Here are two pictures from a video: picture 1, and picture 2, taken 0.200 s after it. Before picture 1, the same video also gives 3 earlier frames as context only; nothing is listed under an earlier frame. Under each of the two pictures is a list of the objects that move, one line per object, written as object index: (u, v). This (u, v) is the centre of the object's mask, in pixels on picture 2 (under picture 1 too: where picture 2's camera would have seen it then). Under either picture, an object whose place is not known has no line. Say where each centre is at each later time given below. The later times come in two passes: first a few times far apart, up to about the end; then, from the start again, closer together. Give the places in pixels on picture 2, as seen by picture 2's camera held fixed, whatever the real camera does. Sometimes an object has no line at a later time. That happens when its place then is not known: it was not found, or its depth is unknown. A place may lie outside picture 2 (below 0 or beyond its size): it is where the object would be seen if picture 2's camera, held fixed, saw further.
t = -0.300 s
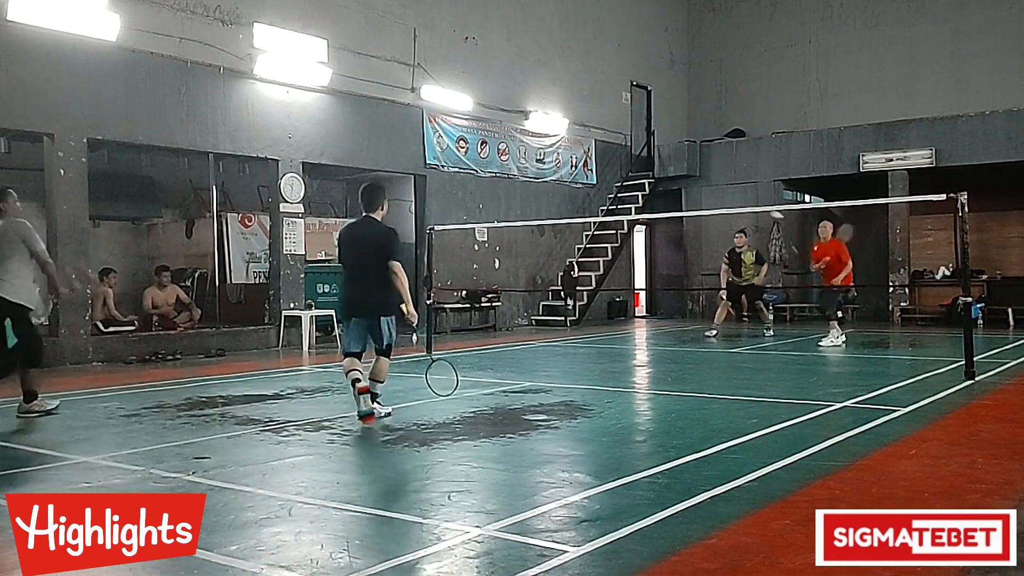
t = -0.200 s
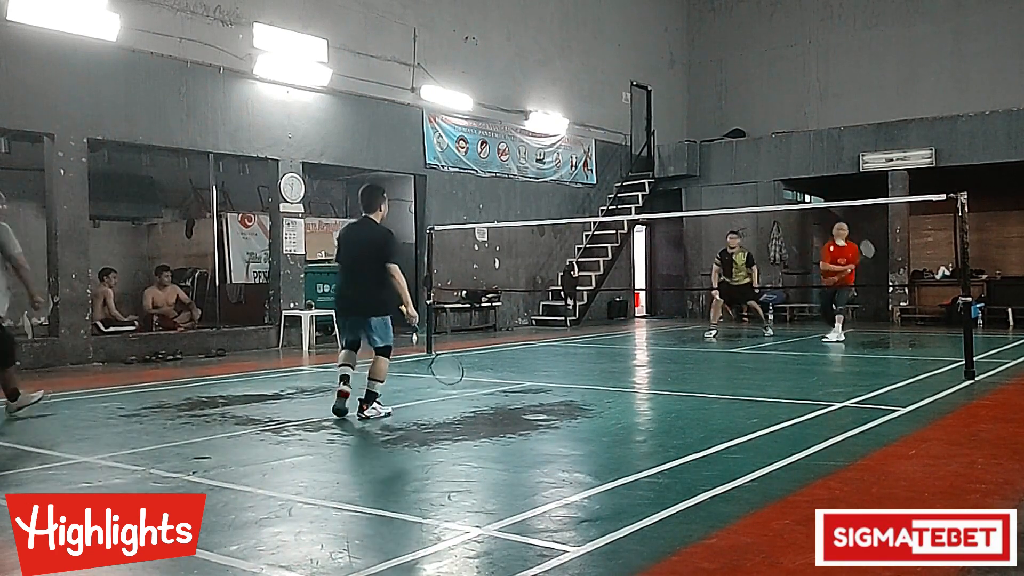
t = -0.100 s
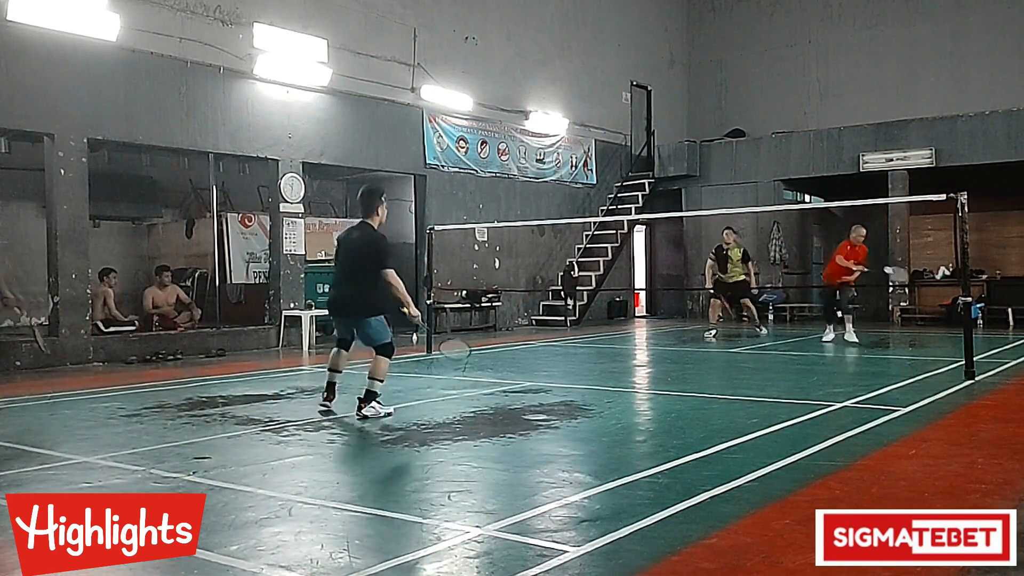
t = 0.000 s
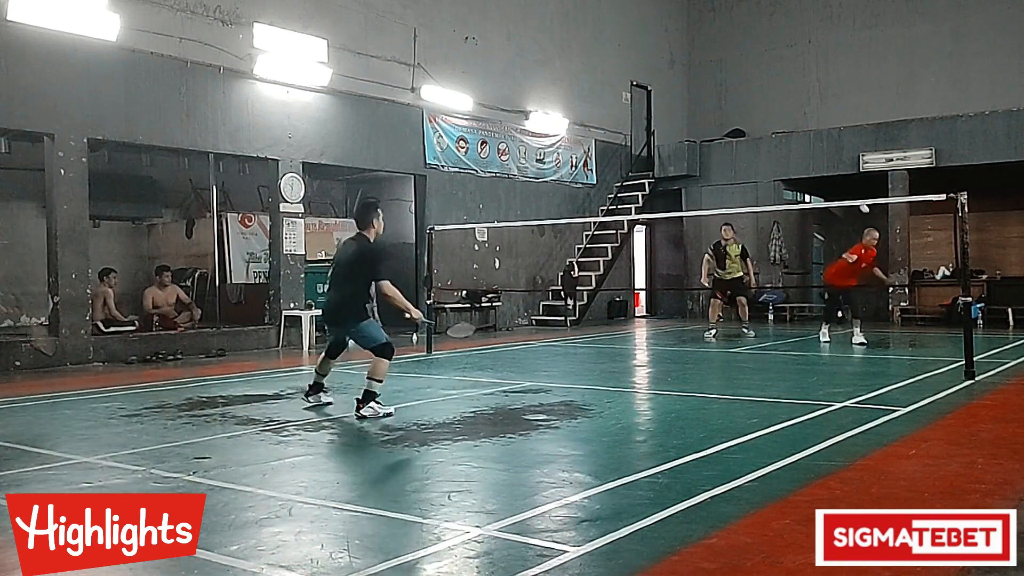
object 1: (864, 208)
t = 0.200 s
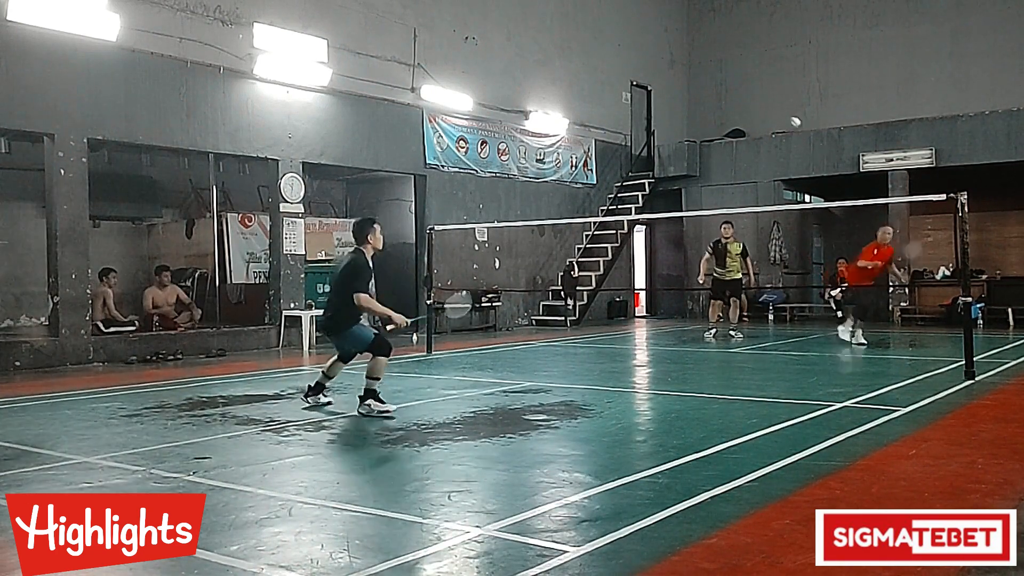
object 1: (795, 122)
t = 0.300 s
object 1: (764, 96)
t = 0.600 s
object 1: (673, 91)
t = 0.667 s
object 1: (653, 107)
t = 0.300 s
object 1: (764, 96)
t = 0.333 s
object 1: (754, 89)
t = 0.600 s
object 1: (673, 91)
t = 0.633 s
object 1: (663, 98)
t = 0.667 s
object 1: (653, 107)
